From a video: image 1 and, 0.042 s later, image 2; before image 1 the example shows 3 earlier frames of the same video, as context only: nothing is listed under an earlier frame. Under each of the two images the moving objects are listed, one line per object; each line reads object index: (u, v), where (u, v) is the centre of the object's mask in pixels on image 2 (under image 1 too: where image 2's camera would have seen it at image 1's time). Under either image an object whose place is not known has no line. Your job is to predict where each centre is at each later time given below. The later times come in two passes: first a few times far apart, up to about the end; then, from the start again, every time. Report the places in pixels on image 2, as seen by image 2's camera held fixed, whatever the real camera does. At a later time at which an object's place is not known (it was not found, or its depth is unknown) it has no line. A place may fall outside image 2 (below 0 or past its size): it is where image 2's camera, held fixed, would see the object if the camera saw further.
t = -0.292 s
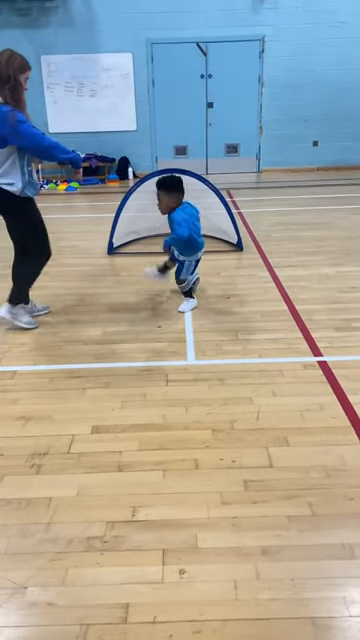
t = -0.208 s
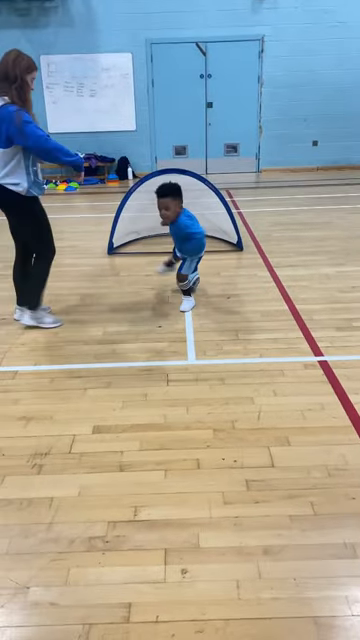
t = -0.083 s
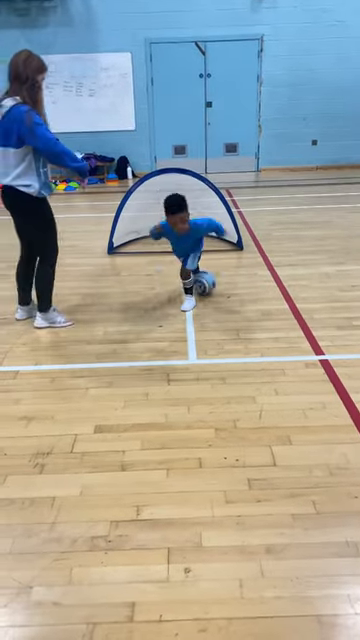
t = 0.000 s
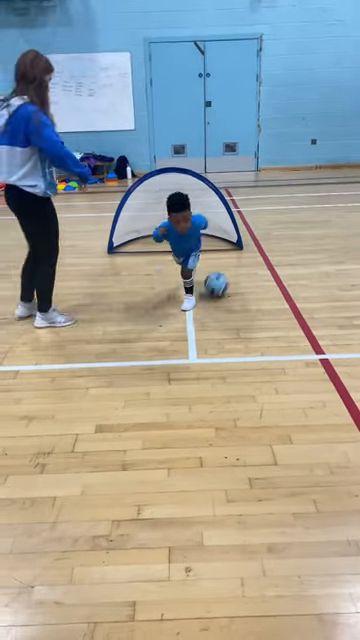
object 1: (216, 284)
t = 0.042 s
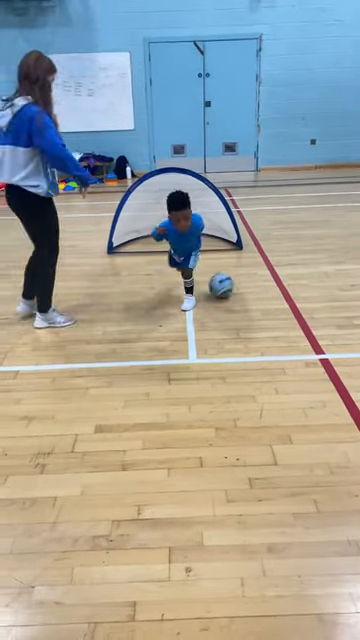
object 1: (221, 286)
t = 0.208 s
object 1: (241, 289)
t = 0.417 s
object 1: (268, 293)
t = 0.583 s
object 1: (289, 297)
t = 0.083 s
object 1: (226, 286)
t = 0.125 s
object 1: (231, 287)
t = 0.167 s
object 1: (236, 288)
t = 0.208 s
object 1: (241, 289)
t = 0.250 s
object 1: (247, 290)
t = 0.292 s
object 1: (253, 291)
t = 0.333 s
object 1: (258, 291)
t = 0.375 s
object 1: (262, 293)
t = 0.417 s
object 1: (268, 293)
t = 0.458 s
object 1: (273, 294)
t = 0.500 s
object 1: (278, 295)
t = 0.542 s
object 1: (284, 296)
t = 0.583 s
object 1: (289, 297)
